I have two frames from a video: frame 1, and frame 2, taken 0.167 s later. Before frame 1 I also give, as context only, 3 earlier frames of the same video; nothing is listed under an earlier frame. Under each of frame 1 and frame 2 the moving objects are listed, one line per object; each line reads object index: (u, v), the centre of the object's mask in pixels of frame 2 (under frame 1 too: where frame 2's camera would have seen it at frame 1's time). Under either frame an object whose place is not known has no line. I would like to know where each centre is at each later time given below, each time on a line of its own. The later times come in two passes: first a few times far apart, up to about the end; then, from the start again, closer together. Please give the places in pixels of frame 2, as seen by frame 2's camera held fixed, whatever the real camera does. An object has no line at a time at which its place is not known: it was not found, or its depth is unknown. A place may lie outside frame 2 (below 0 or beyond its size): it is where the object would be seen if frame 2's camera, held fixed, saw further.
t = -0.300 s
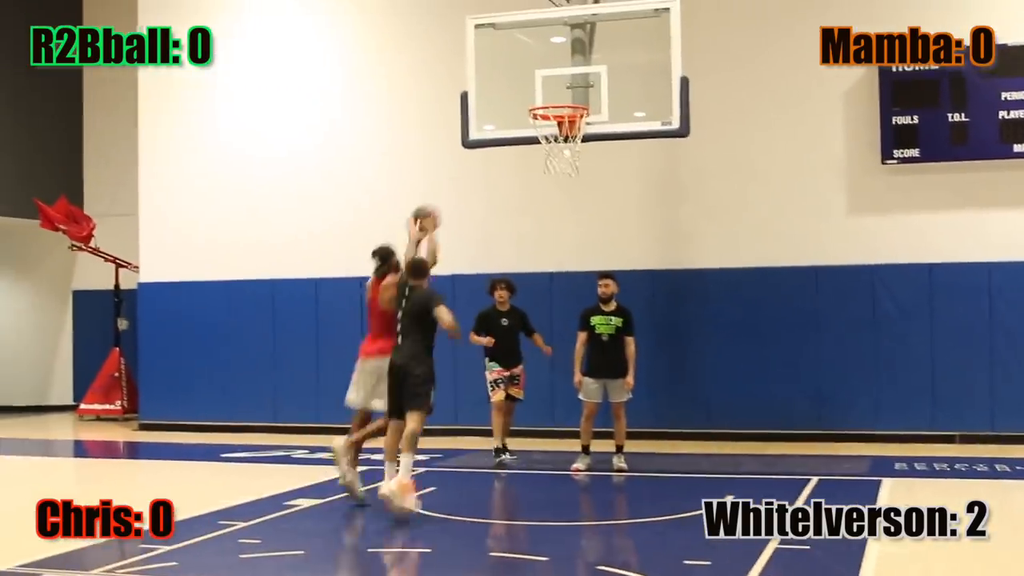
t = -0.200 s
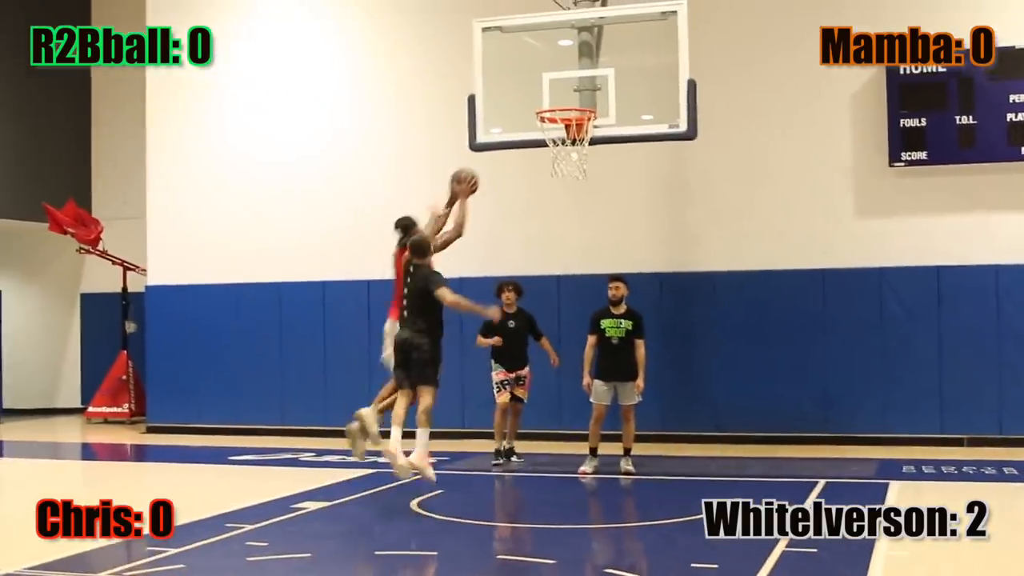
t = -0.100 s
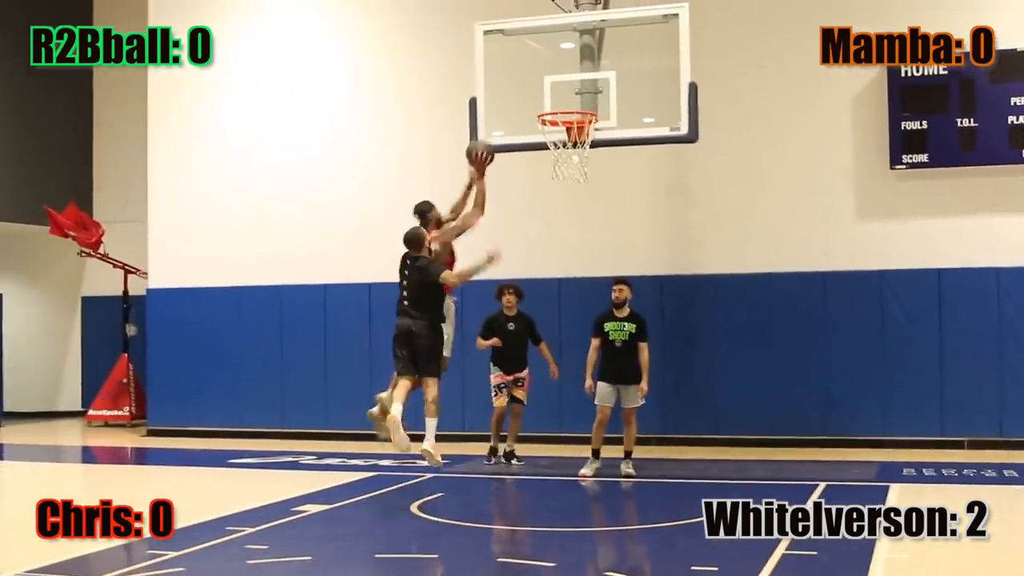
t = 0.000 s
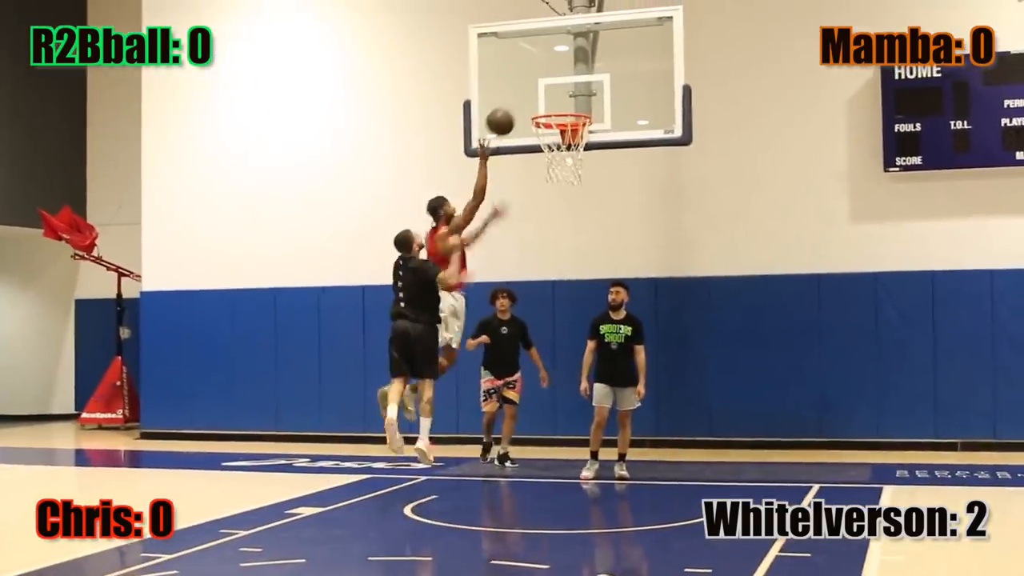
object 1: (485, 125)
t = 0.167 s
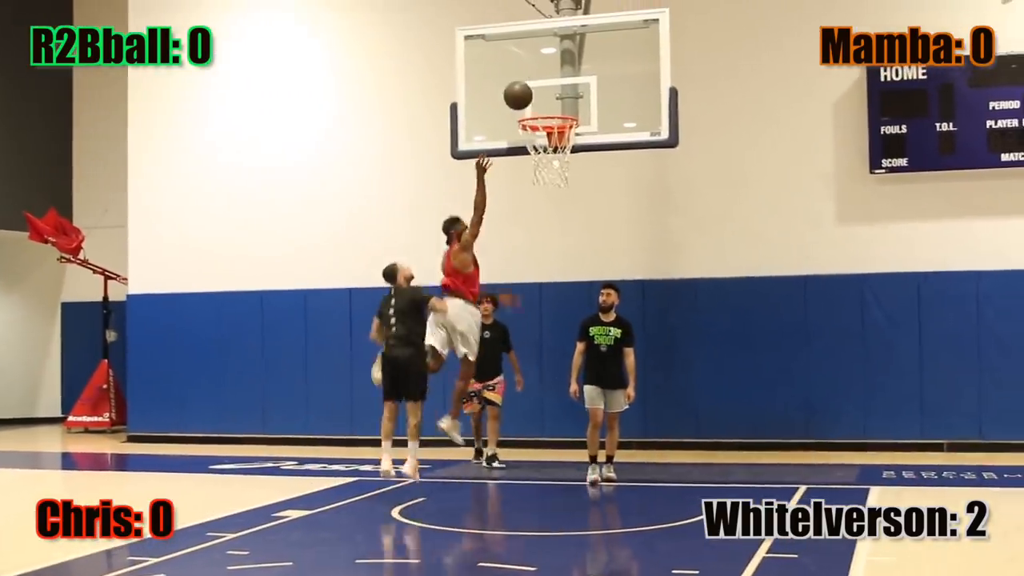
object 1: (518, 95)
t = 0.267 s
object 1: (526, 96)
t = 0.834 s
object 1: (545, 201)
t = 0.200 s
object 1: (521, 94)
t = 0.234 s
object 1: (523, 94)
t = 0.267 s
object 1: (526, 96)
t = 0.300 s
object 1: (529, 99)
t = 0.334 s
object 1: (531, 103)
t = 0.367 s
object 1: (534, 108)
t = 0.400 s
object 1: (540, 110)
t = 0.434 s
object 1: (546, 112)
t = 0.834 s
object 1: (545, 201)
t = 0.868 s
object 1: (543, 213)
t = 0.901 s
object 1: (541, 227)
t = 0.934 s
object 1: (539, 243)
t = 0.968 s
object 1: (537, 260)
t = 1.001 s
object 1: (535, 281)
